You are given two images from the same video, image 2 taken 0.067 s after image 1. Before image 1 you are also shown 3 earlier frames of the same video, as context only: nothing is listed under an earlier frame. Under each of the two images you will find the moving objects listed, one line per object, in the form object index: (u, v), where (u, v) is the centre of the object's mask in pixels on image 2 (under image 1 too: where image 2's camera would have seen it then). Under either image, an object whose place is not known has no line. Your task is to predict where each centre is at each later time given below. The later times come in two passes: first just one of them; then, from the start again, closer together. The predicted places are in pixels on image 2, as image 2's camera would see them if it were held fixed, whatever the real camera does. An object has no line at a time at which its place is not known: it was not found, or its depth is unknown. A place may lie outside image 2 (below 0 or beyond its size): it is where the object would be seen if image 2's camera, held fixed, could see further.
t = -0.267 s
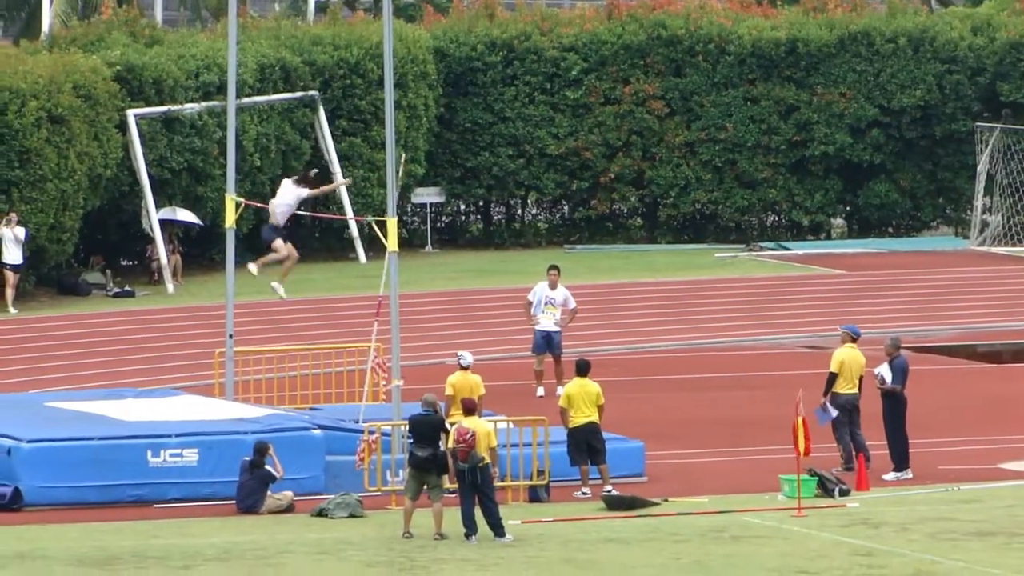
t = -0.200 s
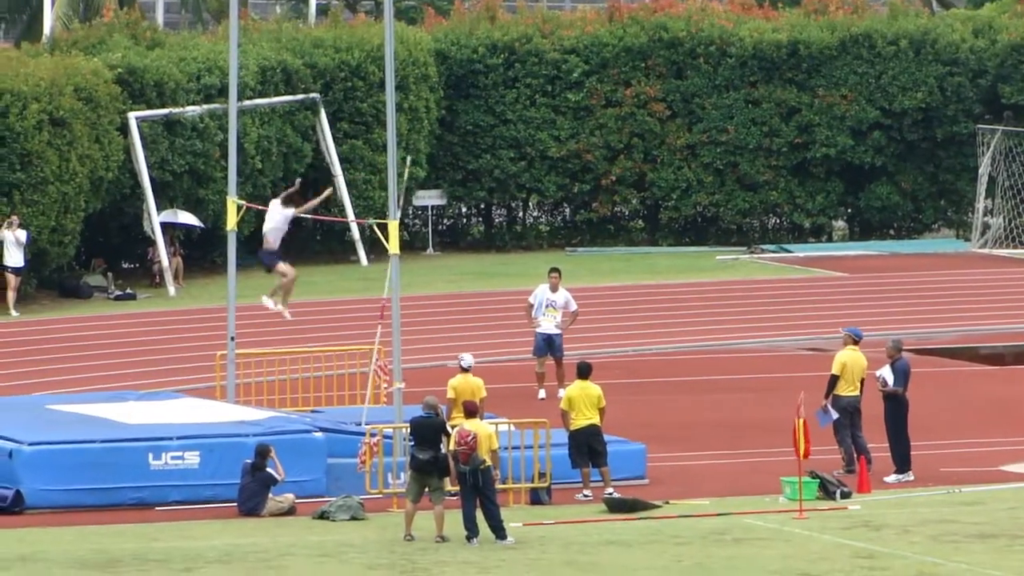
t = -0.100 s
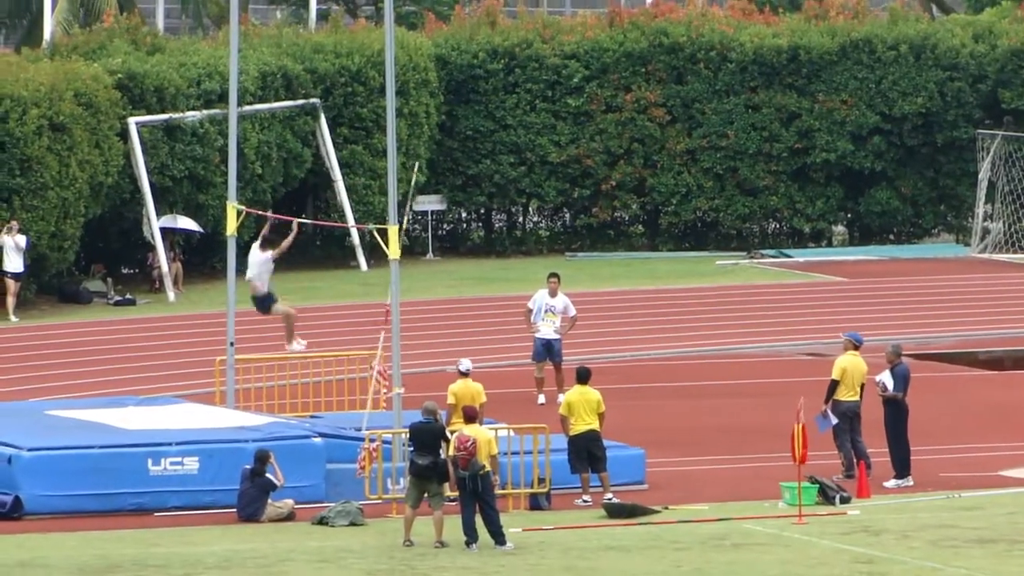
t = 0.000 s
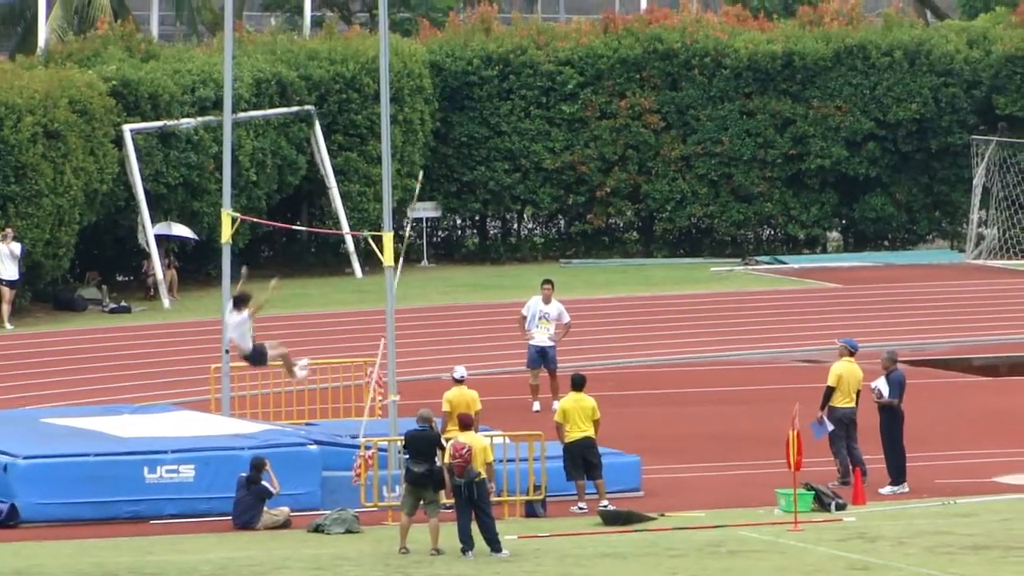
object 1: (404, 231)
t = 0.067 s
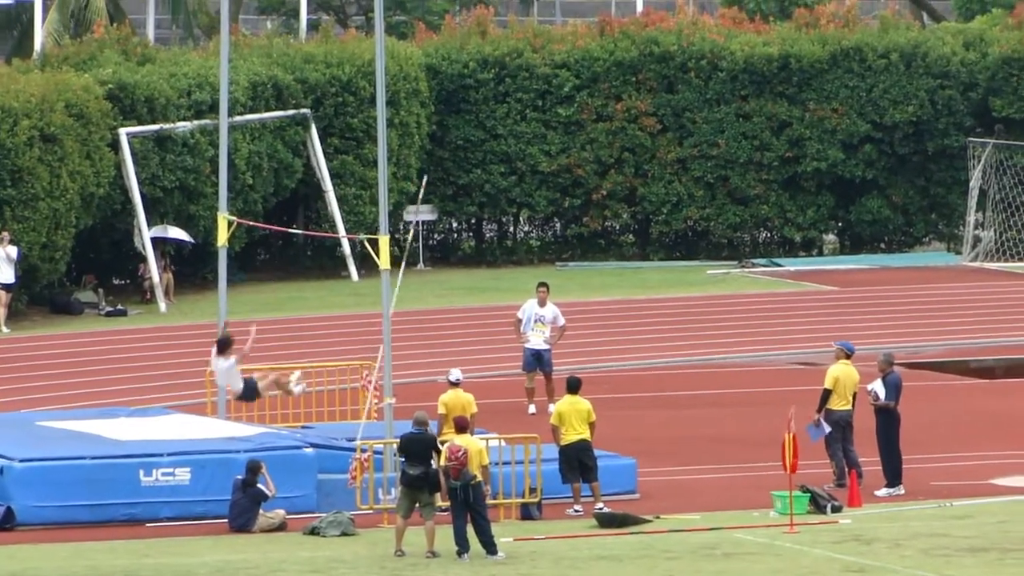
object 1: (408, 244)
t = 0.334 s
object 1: (432, 285)
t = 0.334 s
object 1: (432, 285)
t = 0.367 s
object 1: (435, 290)
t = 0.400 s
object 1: (438, 298)
